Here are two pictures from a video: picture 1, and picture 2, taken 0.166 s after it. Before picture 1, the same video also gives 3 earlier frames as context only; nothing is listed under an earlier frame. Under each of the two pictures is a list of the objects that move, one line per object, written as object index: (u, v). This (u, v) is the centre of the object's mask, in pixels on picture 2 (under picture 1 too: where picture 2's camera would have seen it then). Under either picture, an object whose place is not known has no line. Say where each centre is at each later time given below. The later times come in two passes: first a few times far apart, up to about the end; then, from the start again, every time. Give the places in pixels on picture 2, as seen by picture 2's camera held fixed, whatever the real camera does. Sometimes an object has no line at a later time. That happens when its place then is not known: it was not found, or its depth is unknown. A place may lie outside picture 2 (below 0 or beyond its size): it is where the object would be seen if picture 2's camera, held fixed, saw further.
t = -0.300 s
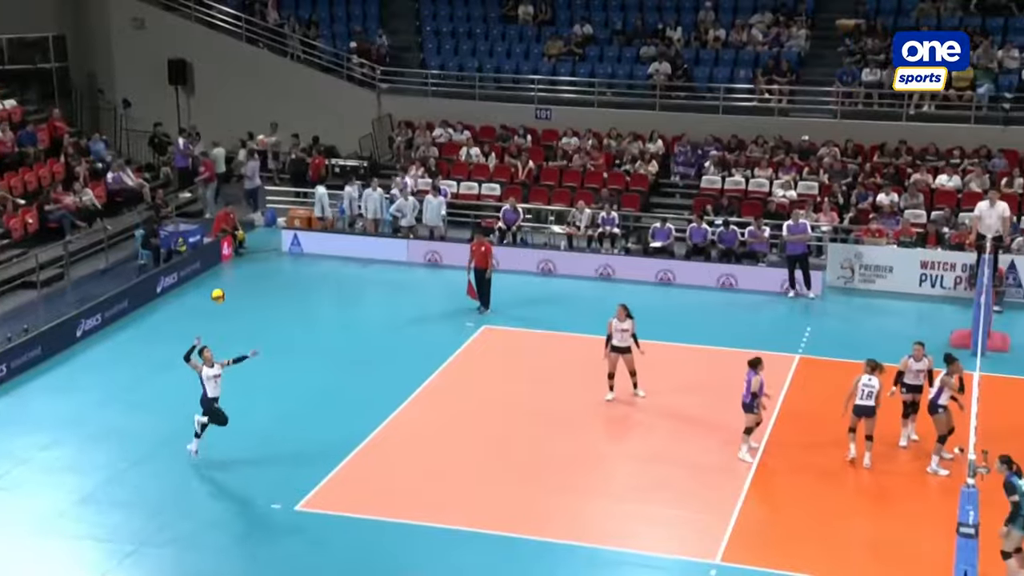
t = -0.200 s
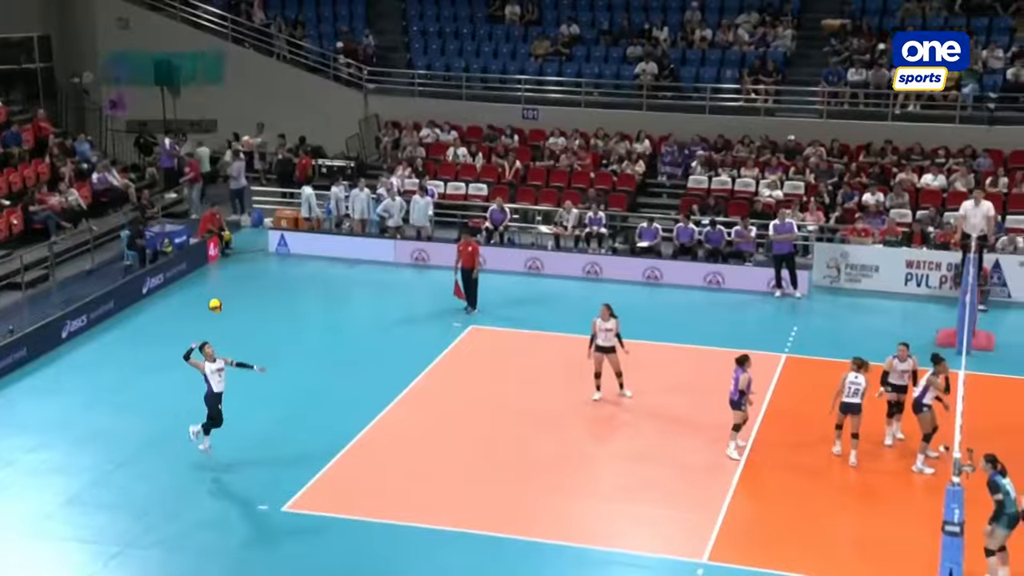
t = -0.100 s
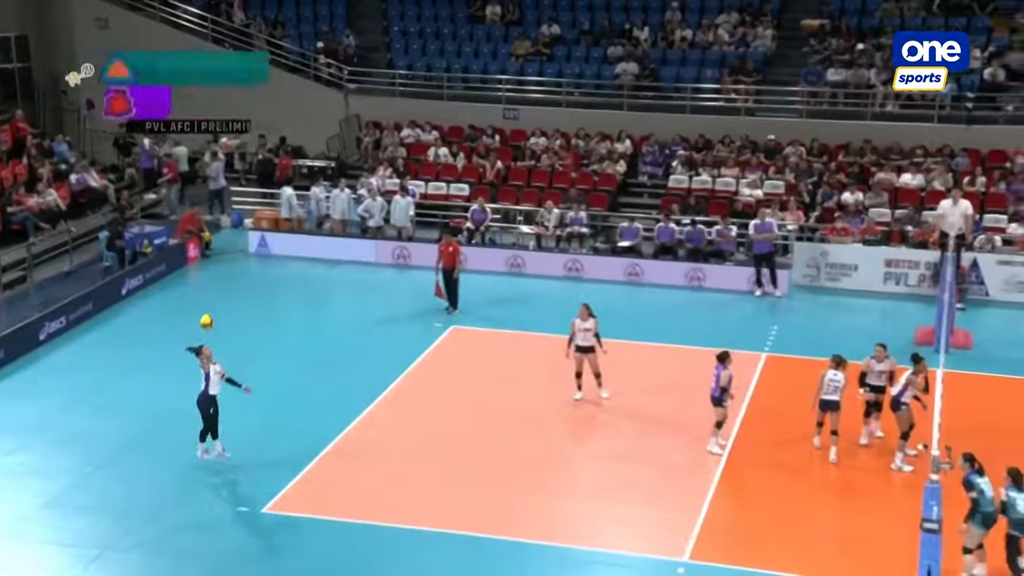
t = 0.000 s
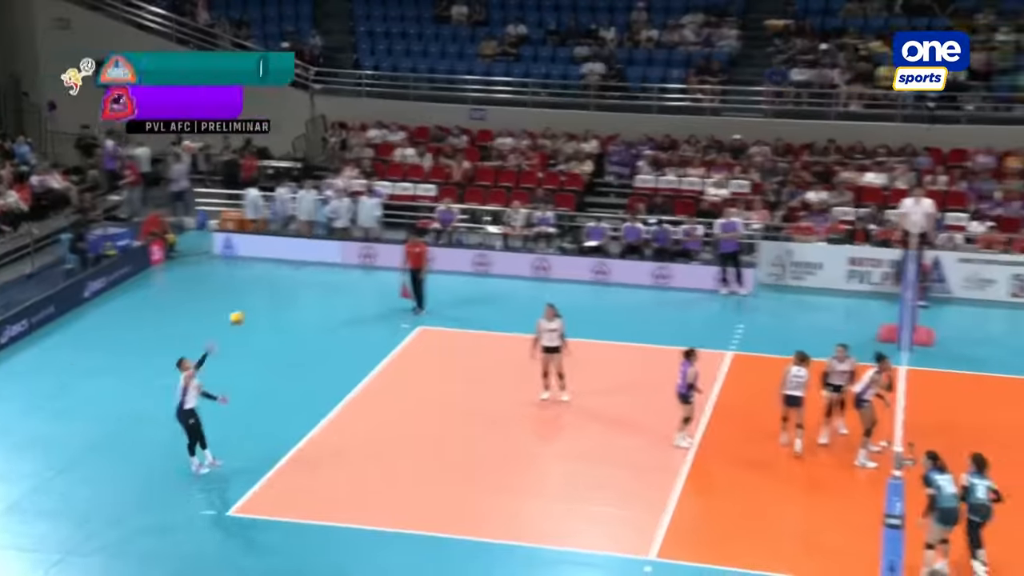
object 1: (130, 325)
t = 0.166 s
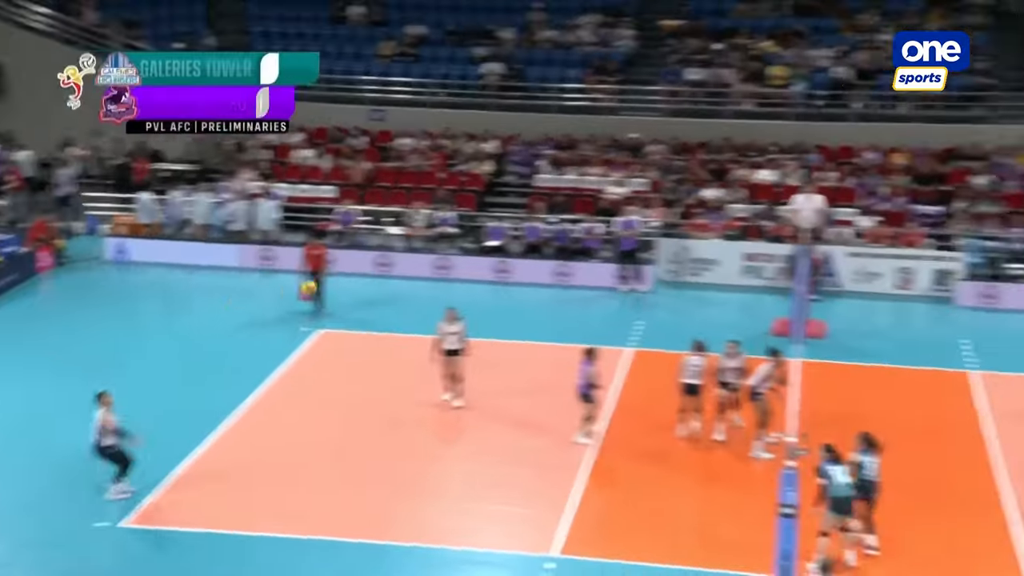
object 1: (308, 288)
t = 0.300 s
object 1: (446, 268)
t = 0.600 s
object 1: (743, 260)
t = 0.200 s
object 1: (344, 282)
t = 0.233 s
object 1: (377, 277)
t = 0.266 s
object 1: (411, 272)
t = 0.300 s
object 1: (446, 268)
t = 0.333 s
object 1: (479, 264)
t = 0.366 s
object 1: (512, 260)
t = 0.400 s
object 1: (546, 258)
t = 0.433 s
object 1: (578, 256)
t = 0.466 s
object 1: (612, 255)
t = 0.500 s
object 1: (644, 255)
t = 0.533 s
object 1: (678, 256)
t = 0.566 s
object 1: (711, 257)
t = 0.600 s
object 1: (743, 260)
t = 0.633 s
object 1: (777, 261)
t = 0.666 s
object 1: (811, 266)
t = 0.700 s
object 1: (842, 271)
